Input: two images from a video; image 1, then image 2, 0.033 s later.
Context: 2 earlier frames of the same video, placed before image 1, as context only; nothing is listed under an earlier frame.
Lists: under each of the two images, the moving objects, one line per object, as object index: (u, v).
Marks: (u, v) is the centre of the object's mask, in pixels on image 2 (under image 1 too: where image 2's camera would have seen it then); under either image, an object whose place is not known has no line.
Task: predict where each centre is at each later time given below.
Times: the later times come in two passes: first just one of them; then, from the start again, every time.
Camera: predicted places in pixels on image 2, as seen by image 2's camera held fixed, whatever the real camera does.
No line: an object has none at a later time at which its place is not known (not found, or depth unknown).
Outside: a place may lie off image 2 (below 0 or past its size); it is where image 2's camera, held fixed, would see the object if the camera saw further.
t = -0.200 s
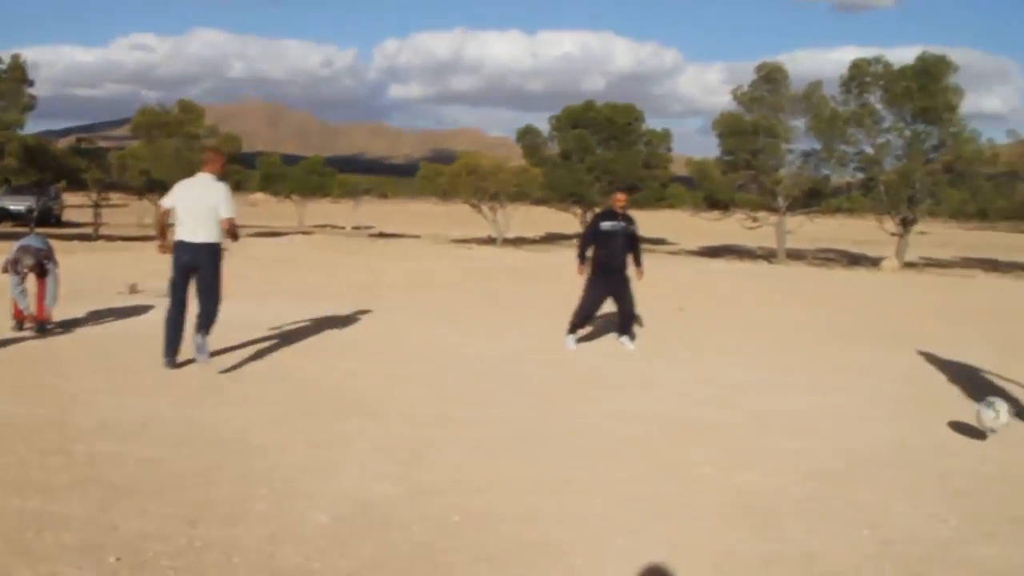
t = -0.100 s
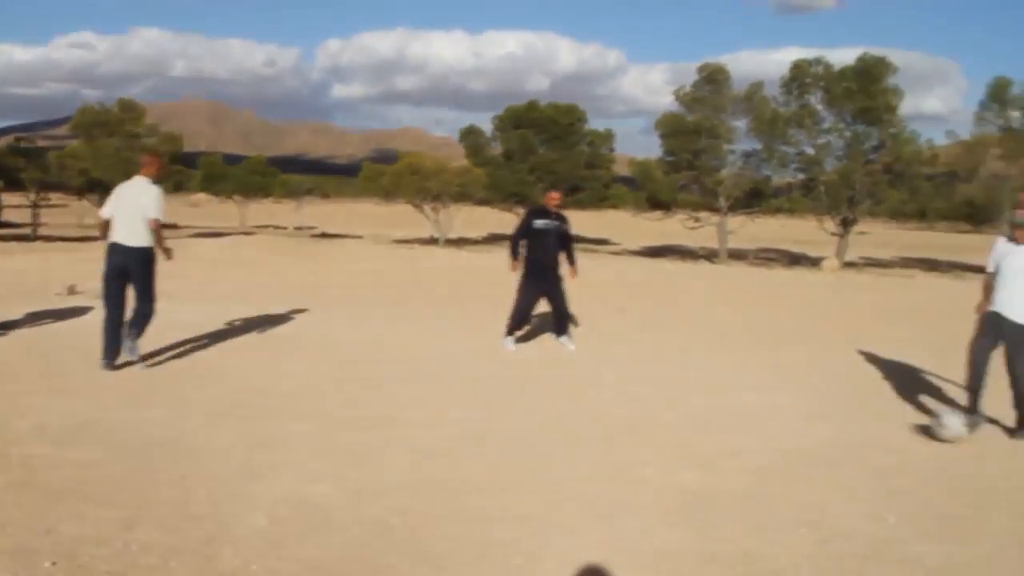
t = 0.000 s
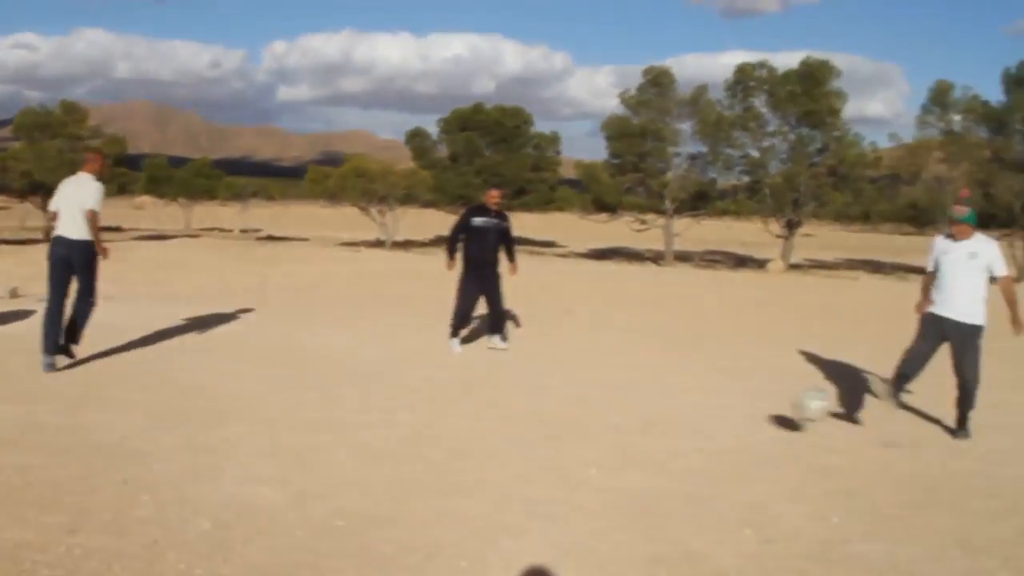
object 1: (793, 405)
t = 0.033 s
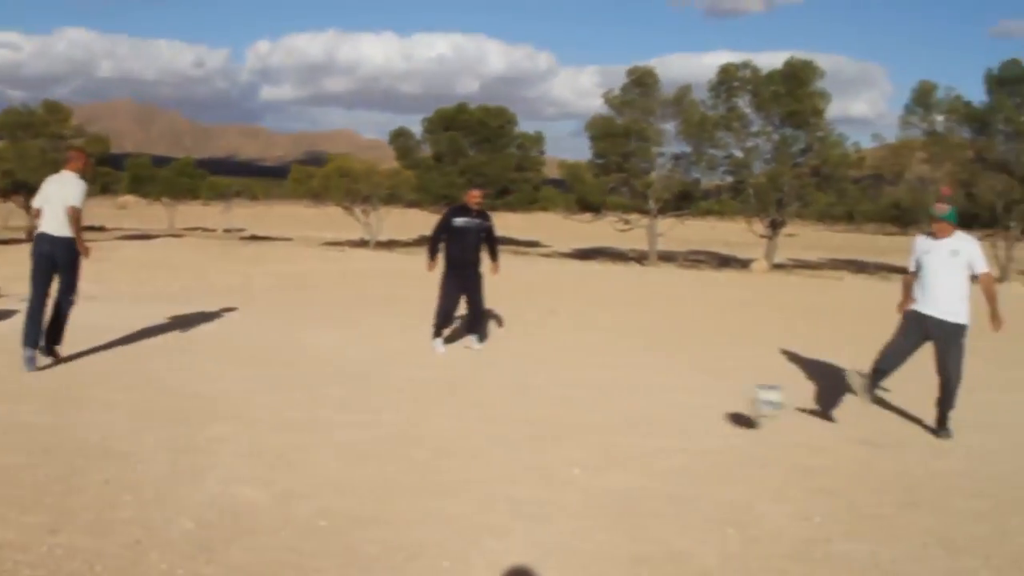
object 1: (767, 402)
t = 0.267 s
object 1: (561, 424)
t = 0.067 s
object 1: (739, 400)
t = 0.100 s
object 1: (711, 399)
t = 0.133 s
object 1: (681, 400)
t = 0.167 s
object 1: (651, 404)
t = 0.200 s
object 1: (623, 409)
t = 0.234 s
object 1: (591, 416)
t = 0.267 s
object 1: (561, 424)
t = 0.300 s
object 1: (534, 429)
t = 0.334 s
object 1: (514, 421)
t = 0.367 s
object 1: (493, 414)
